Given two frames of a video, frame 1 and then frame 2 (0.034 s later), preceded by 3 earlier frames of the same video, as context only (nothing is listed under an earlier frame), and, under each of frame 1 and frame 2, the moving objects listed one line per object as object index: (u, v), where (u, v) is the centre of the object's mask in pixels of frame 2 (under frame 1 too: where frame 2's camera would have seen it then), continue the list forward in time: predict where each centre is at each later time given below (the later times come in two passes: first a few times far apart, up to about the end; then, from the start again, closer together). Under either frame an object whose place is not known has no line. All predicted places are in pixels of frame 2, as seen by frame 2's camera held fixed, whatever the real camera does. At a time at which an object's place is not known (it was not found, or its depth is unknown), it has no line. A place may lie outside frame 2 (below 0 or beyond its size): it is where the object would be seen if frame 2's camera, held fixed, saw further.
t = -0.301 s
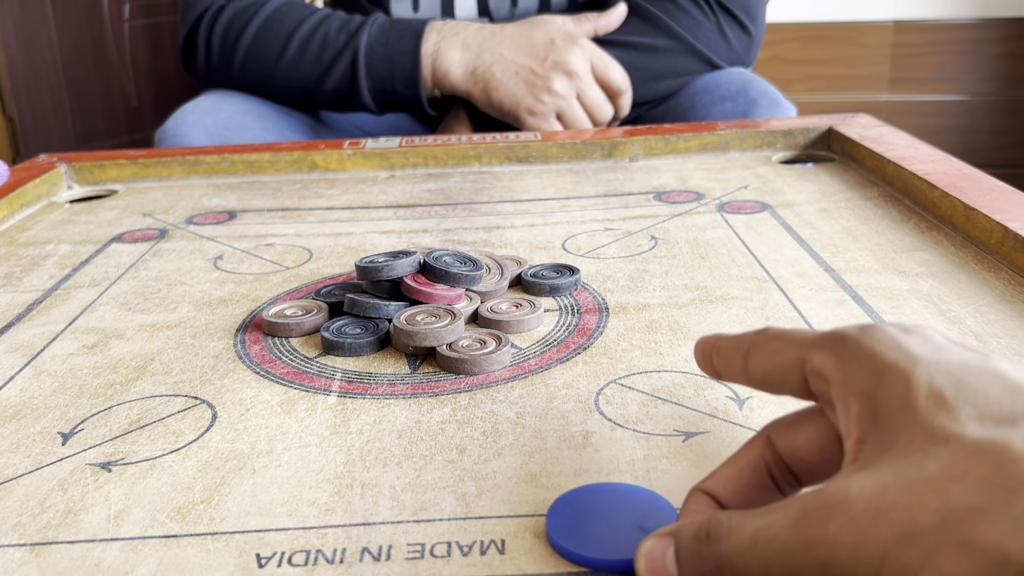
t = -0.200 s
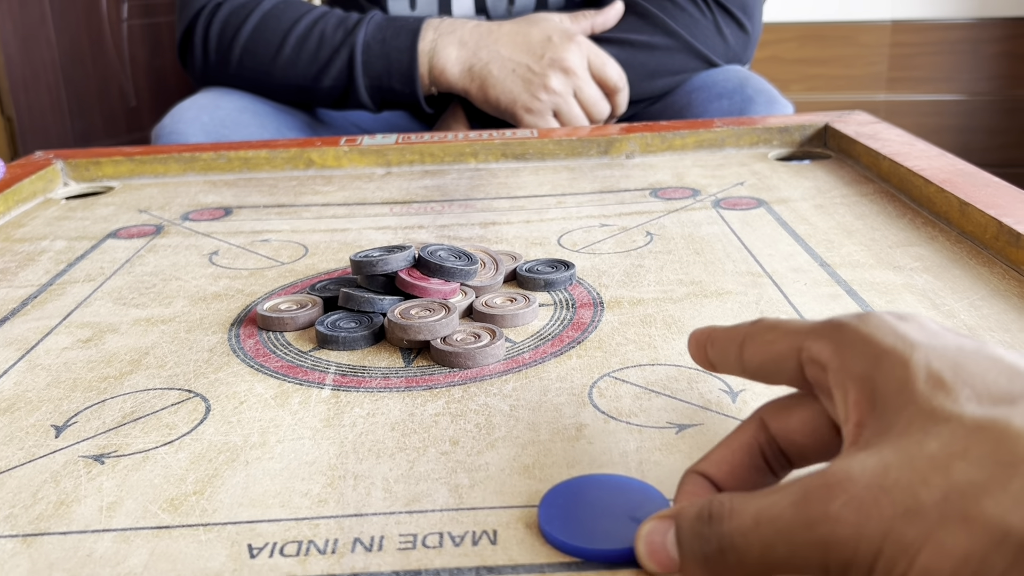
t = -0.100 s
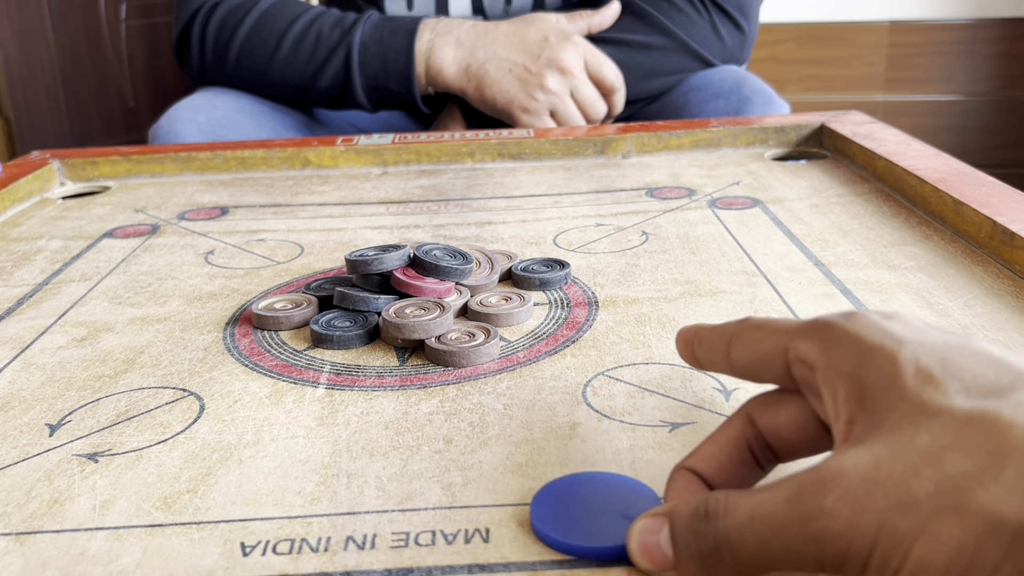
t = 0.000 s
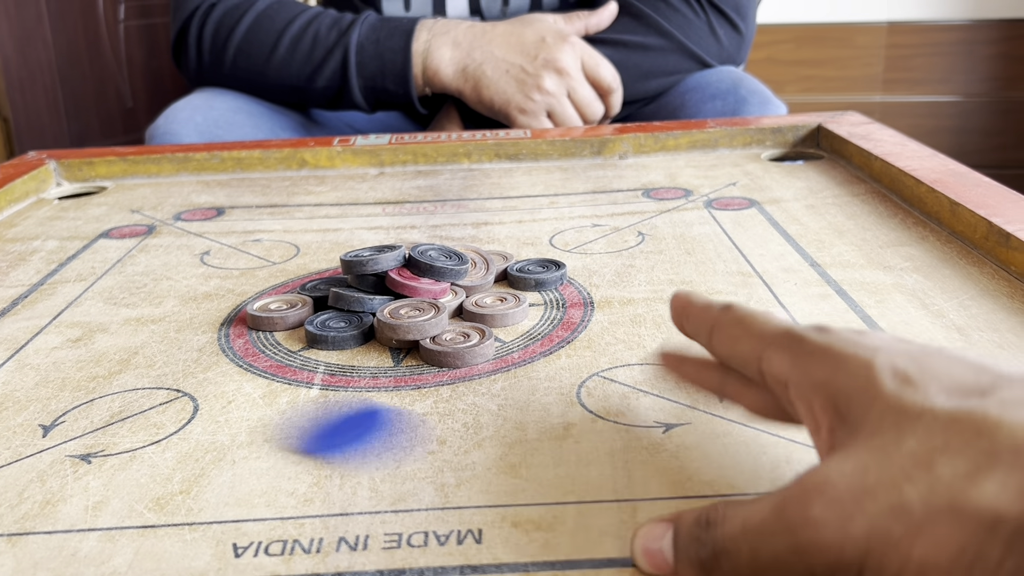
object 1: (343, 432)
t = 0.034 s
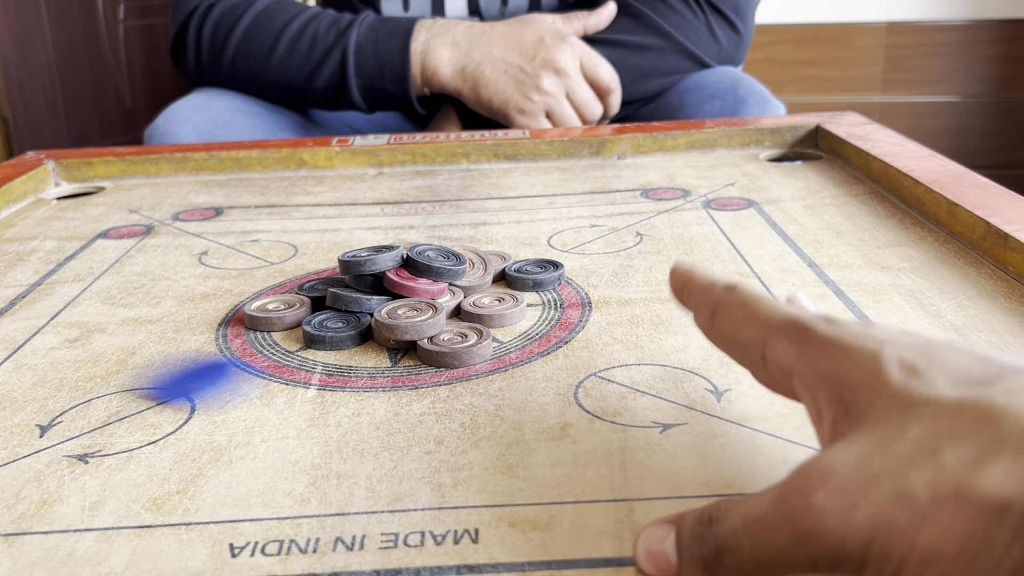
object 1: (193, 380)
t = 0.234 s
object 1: (219, 218)
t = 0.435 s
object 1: (535, 187)
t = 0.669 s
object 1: (713, 204)
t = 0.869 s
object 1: (721, 206)
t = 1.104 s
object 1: (721, 205)
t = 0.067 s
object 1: (82, 341)
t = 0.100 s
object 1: (14, 302)
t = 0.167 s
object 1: (41, 257)
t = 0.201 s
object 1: (135, 235)
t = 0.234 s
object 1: (219, 218)
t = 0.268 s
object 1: (290, 203)
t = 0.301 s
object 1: (353, 189)
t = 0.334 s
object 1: (405, 177)
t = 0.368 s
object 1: (450, 178)
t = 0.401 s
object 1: (493, 183)
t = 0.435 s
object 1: (535, 187)
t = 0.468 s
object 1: (574, 191)
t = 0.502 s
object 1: (607, 195)
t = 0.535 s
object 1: (638, 197)
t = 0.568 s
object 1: (665, 200)
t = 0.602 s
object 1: (686, 202)
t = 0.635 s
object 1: (702, 203)
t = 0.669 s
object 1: (713, 204)
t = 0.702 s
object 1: (720, 205)
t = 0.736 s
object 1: (721, 206)
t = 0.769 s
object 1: (721, 206)
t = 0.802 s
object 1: (721, 206)
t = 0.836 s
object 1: (721, 206)
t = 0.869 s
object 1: (721, 206)
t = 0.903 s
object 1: (721, 206)
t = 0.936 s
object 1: (721, 206)
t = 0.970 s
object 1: (721, 206)
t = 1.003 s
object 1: (721, 206)
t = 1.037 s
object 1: (721, 206)
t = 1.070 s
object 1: (721, 206)
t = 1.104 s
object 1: (721, 205)
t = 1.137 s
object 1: (721, 206)
